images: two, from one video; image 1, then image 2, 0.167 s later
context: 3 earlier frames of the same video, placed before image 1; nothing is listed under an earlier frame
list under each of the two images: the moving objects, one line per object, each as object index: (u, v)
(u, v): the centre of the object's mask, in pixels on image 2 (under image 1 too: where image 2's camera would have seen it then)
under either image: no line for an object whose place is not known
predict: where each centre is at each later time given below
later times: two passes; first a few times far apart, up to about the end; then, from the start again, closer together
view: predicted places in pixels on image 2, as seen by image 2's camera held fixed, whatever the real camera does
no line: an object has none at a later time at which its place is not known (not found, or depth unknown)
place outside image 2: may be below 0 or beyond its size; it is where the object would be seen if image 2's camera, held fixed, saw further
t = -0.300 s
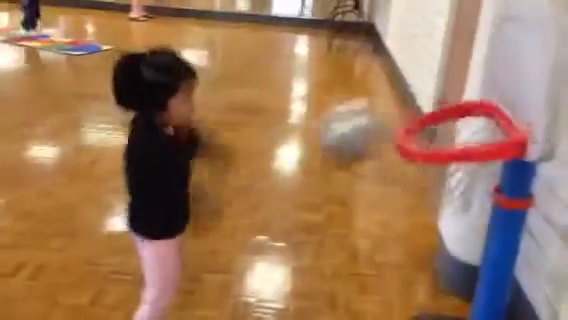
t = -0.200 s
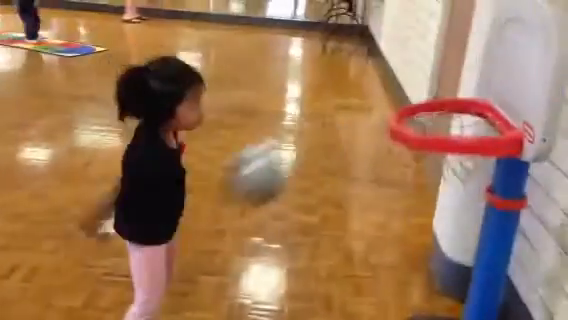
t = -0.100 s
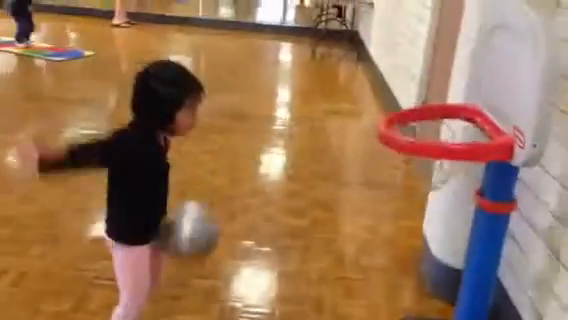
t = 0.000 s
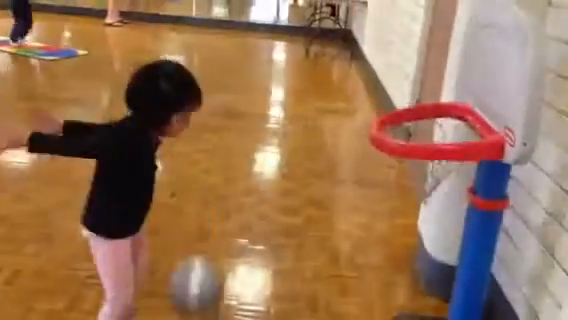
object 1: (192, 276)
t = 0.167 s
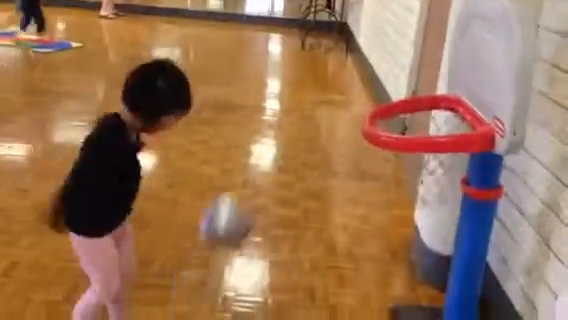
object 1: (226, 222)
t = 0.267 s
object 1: (244, 184)
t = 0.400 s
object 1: (269, 165)
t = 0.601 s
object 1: (299, 218)
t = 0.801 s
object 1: (325, 203)
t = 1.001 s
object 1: (345, 164)
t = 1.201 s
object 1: (355, 205)
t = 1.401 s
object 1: (368, 180)
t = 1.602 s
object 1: (376, 165)
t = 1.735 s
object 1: (380, 193)
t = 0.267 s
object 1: (244, 184)
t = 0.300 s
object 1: (250, 175)
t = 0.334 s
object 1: (258, 167)
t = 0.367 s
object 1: (264, 165)
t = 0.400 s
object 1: (269, 165)
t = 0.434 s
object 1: (277, 169)
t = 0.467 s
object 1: (282, 174)
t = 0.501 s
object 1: (288, 181)
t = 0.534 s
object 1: (292, 192)
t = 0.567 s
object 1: (295, 203)
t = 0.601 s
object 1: (299, 218)
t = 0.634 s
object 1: (302, 235)
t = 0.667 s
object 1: (306, 253)
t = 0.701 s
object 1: (309, 254)
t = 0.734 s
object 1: (314, 231)
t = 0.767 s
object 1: (320, 216)
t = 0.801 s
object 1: (325, 203)
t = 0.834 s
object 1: (328, 191)
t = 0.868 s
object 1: (331, 180)
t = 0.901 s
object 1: (336, 172)
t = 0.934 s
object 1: (339, 167)
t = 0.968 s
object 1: (341, 165)
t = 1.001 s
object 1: (345, 164)
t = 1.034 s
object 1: (347, 165)
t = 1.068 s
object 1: (350, 169)
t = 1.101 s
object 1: (351, 174)
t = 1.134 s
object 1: (353, 182)
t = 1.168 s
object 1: (354, 193)
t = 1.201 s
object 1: (355, 205)
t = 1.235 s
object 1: (356, 219)
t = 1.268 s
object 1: (357, 232)
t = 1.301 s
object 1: (361, 217)
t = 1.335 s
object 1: (364, 203)
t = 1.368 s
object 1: (366, 191)
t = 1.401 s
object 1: (368, 180)
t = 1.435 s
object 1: (370, 172)
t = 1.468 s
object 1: (373, 166)
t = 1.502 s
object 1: (374, 164)
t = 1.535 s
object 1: (375, 163)
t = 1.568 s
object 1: (376, 163)
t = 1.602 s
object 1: (376, 165)
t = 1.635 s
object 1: (377, 168)
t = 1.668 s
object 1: (378, 172)
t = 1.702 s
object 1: (379, 179)
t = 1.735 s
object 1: (380, 193)
